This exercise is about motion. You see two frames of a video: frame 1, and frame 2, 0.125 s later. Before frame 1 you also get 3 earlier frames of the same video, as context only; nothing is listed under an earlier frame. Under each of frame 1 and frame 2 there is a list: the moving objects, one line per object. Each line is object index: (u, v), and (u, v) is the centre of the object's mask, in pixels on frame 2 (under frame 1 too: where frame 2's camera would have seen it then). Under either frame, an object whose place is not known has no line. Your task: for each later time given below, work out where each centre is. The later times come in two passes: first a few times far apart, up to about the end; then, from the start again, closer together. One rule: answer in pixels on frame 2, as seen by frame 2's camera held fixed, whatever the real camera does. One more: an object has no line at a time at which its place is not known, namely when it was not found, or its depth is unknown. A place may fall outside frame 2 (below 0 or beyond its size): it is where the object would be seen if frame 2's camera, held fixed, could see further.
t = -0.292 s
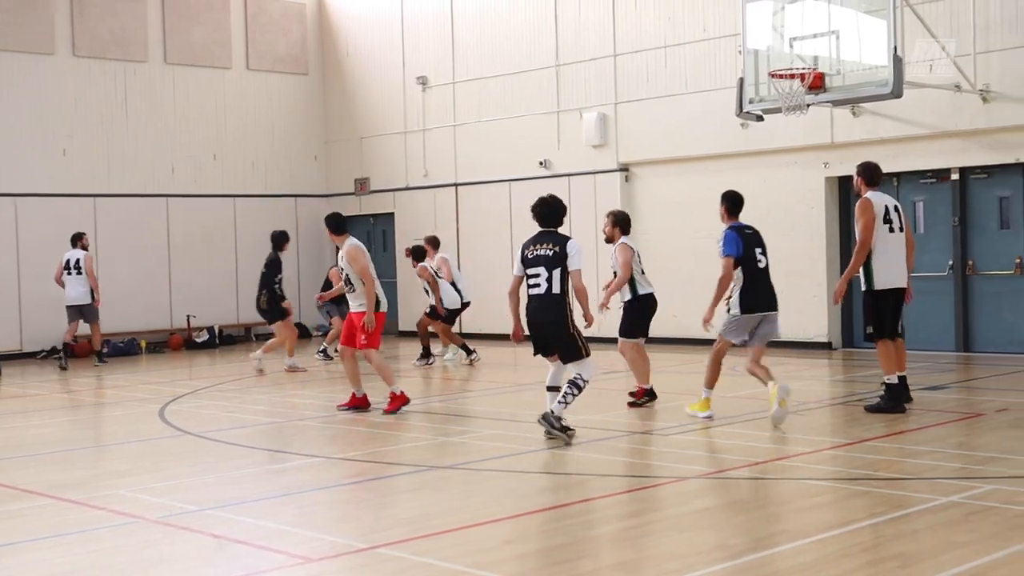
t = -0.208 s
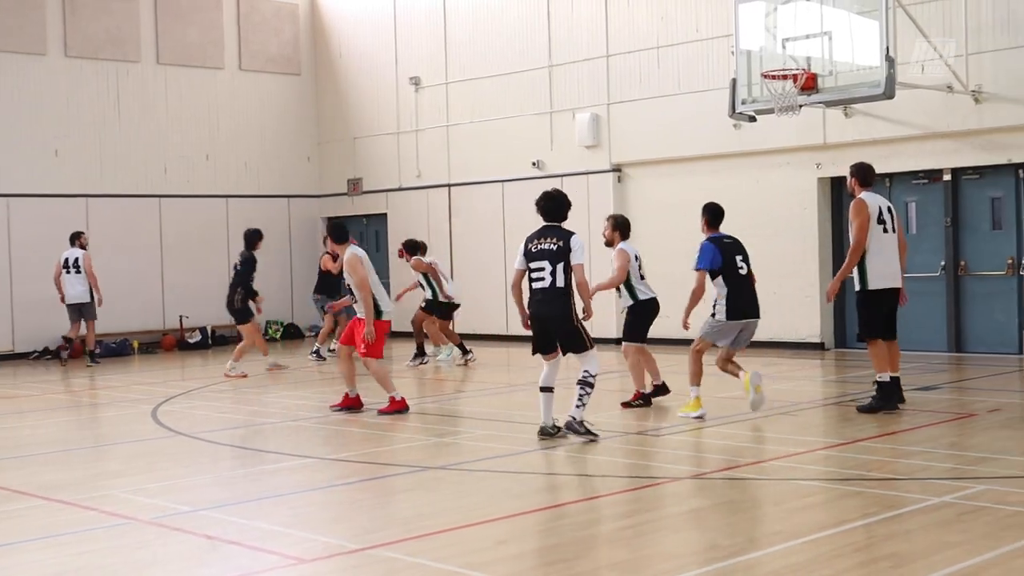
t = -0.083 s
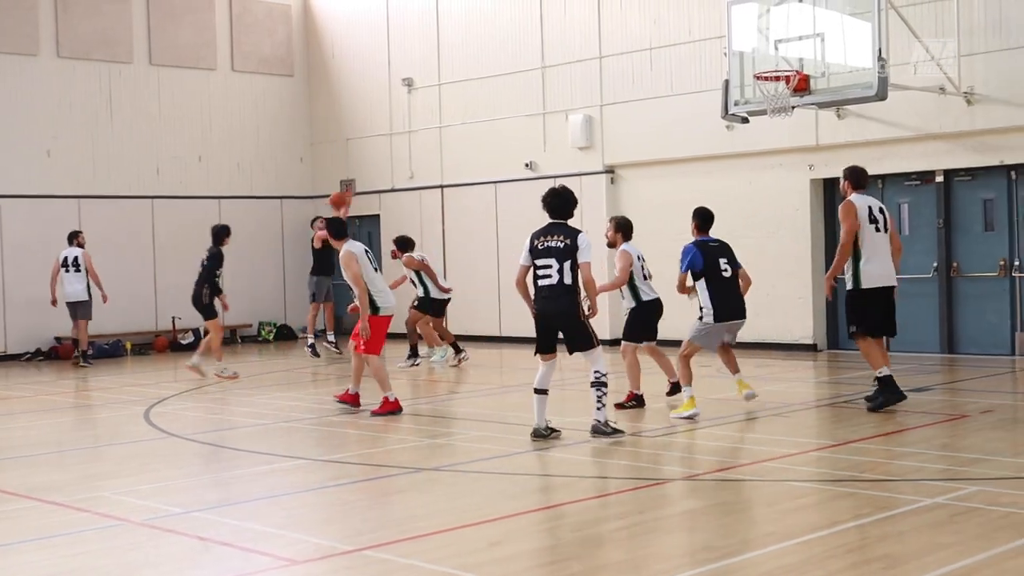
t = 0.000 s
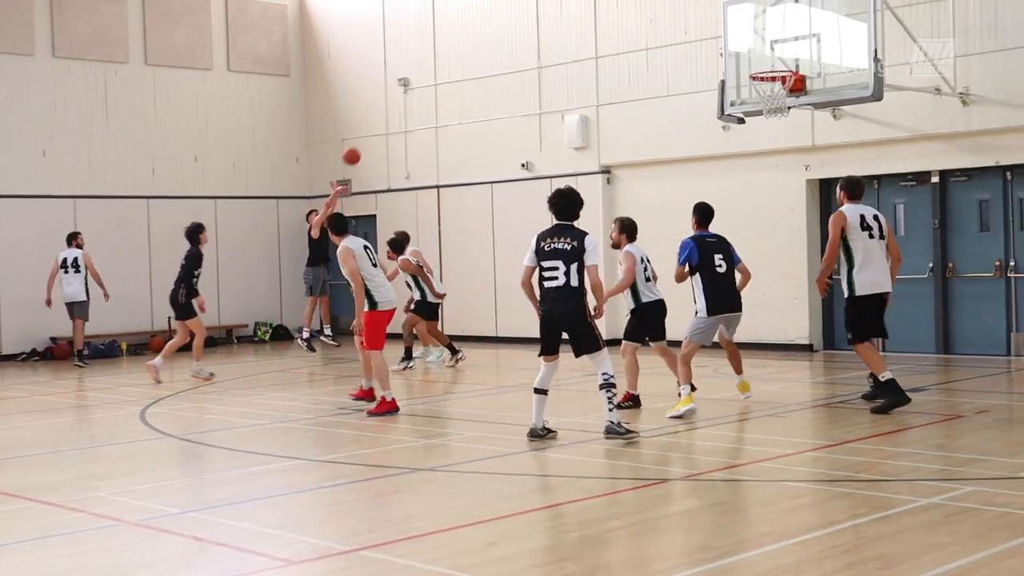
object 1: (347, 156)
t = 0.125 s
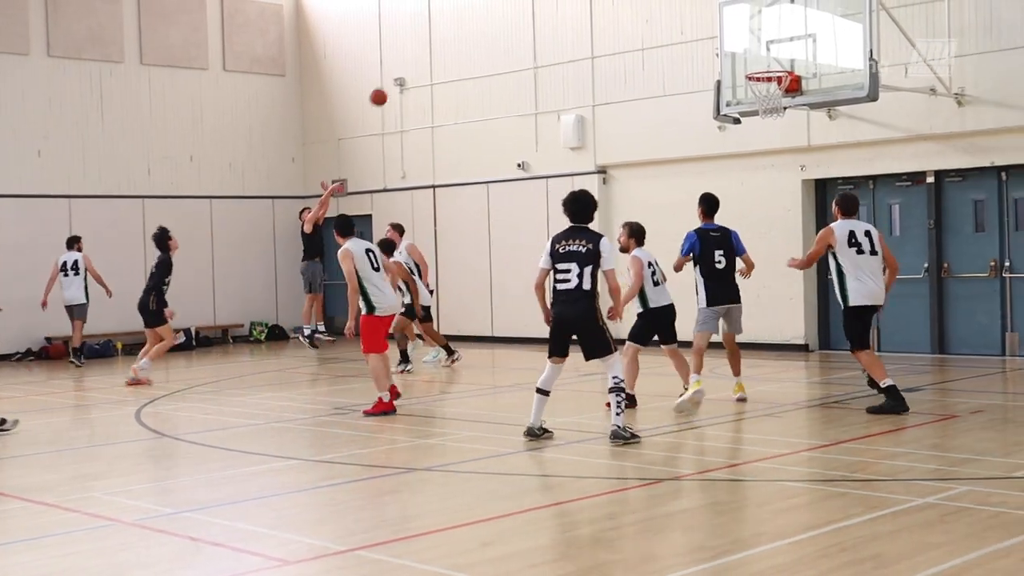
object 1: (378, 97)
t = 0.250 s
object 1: (416, 40)
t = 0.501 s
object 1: (489, -24)
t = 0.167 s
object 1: (389, 79)
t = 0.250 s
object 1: (416, 40)
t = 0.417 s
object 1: (463, -5)
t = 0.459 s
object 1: (475, -15)
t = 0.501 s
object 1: (489, -24)
